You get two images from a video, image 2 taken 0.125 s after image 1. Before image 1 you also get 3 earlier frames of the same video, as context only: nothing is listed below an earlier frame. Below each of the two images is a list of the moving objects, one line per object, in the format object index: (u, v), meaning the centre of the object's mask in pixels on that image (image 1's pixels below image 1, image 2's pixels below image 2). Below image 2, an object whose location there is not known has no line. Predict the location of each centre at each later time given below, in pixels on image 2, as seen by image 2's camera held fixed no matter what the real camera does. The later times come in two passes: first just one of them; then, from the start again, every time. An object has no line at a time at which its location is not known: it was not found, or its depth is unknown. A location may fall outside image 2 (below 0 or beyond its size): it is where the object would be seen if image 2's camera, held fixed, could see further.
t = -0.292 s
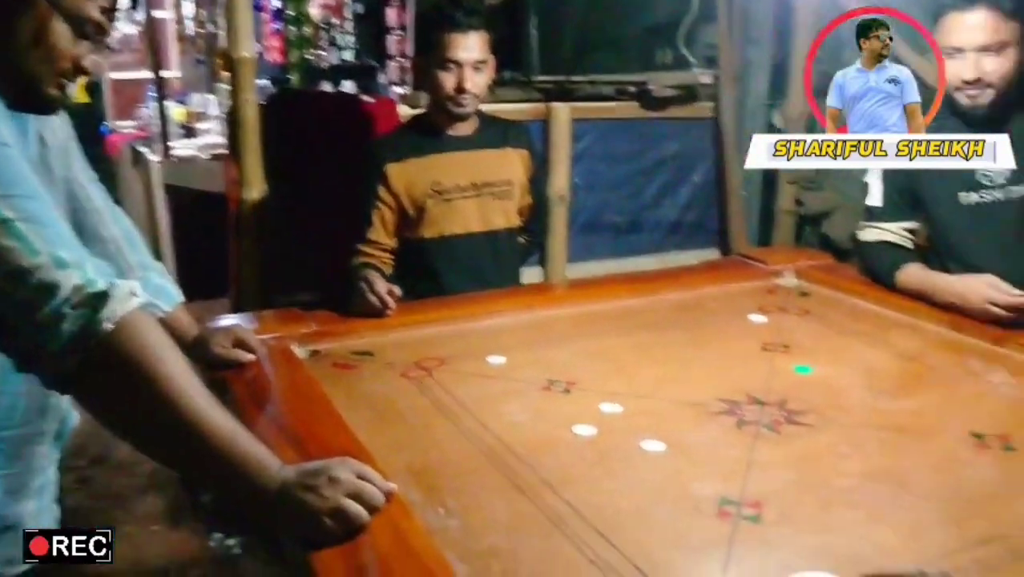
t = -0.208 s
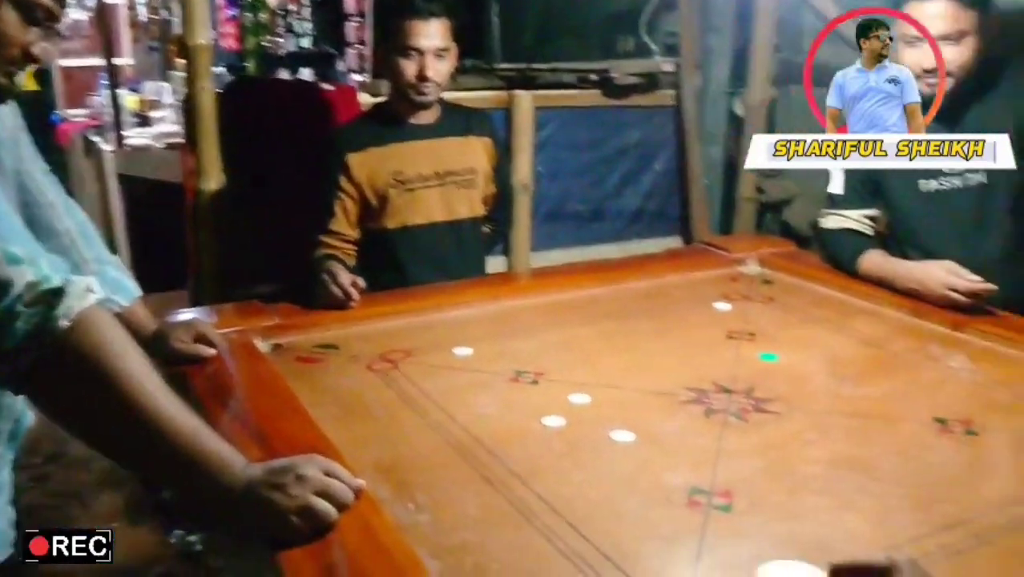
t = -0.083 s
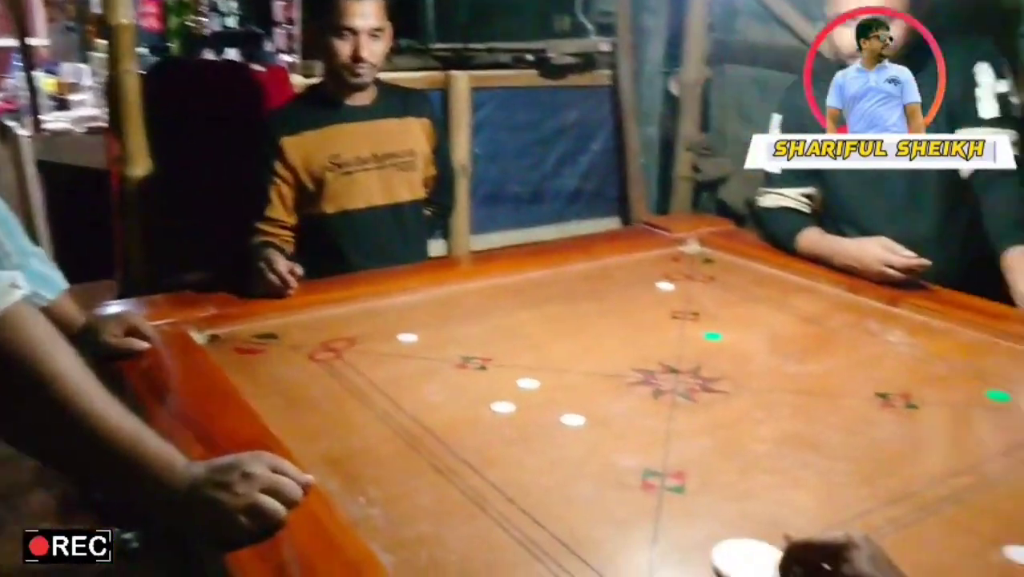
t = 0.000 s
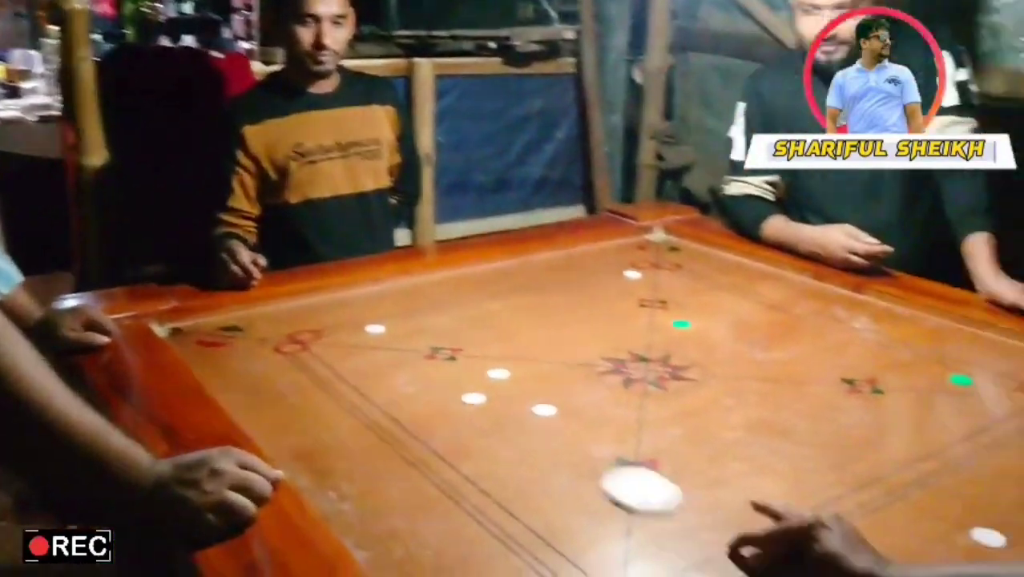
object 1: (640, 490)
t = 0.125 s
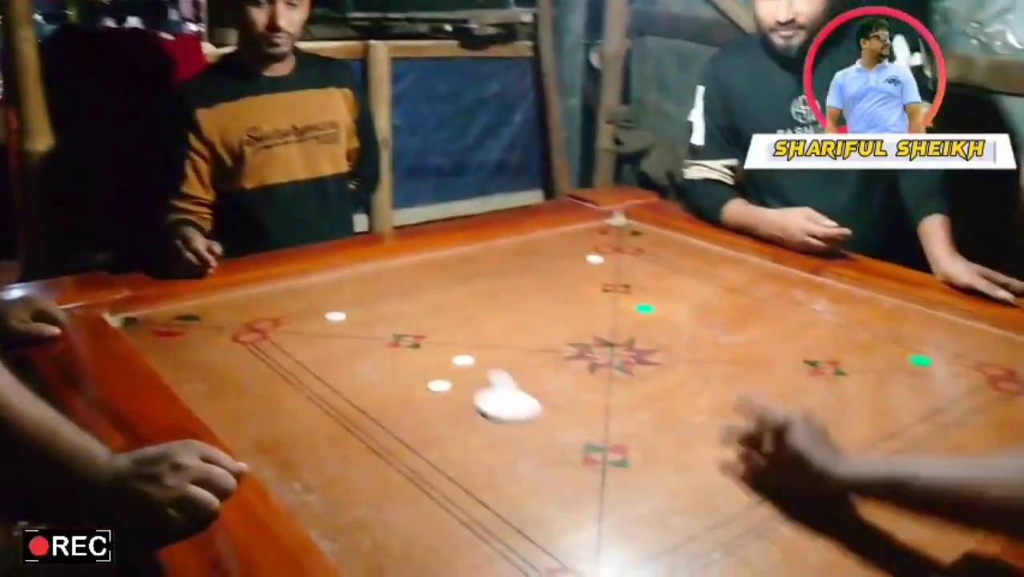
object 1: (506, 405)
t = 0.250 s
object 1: (432, 354)
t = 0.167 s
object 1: (474, 382)
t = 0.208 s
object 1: (456, 370)
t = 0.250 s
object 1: (432, 354)
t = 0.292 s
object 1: (416, 344)
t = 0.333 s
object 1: (395, 331)
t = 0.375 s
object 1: (381, 322)
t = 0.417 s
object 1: (363, 309)
